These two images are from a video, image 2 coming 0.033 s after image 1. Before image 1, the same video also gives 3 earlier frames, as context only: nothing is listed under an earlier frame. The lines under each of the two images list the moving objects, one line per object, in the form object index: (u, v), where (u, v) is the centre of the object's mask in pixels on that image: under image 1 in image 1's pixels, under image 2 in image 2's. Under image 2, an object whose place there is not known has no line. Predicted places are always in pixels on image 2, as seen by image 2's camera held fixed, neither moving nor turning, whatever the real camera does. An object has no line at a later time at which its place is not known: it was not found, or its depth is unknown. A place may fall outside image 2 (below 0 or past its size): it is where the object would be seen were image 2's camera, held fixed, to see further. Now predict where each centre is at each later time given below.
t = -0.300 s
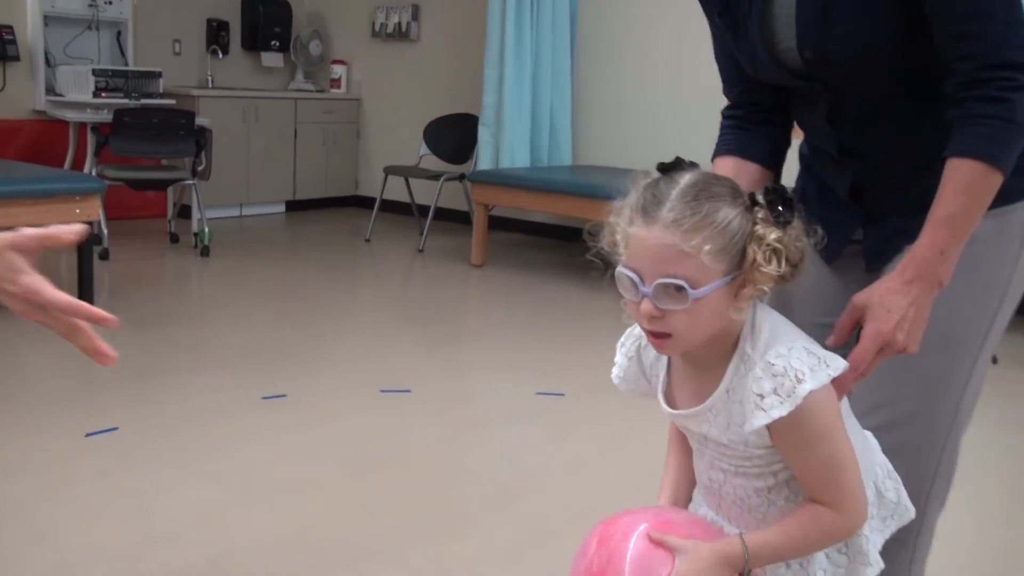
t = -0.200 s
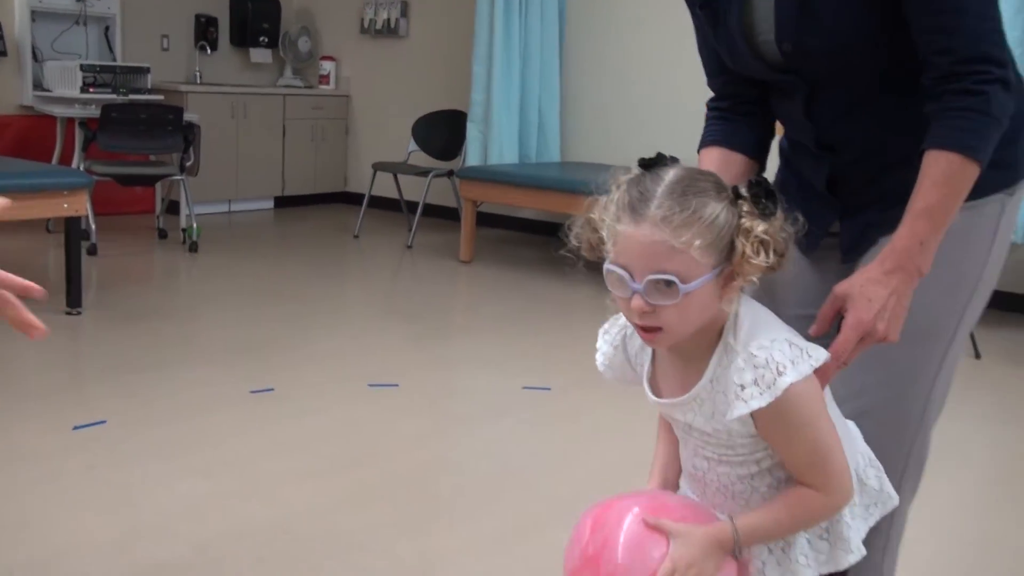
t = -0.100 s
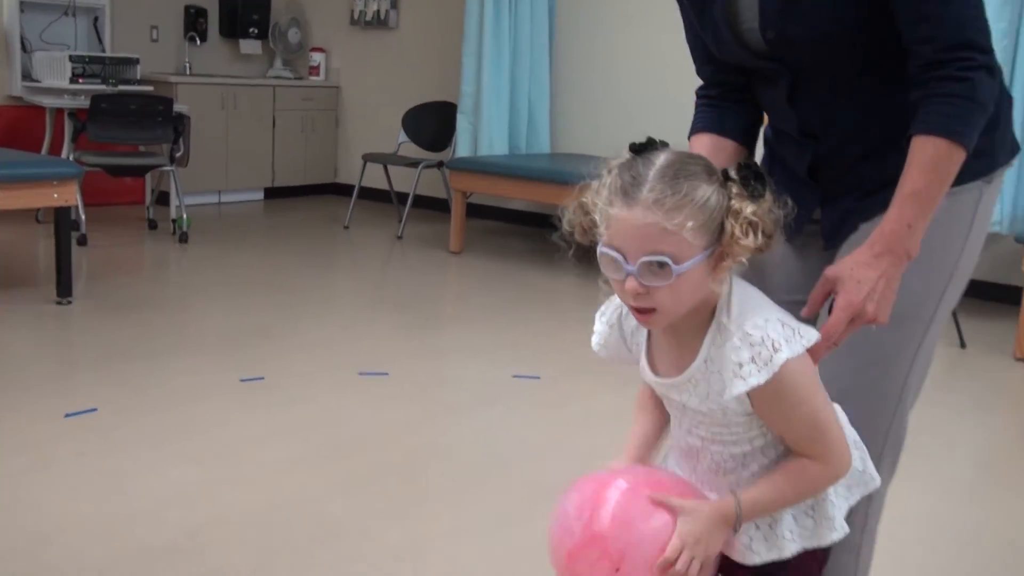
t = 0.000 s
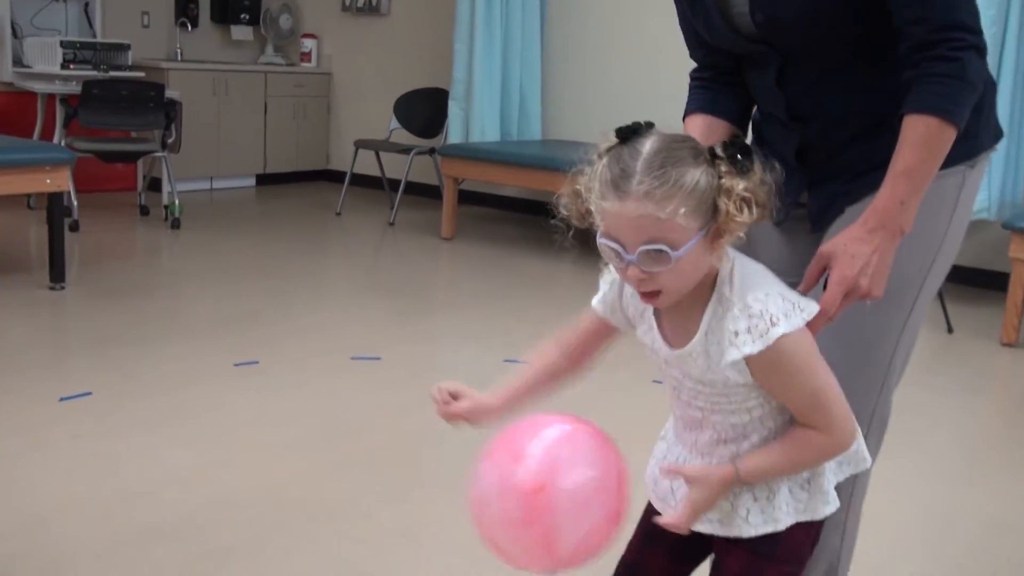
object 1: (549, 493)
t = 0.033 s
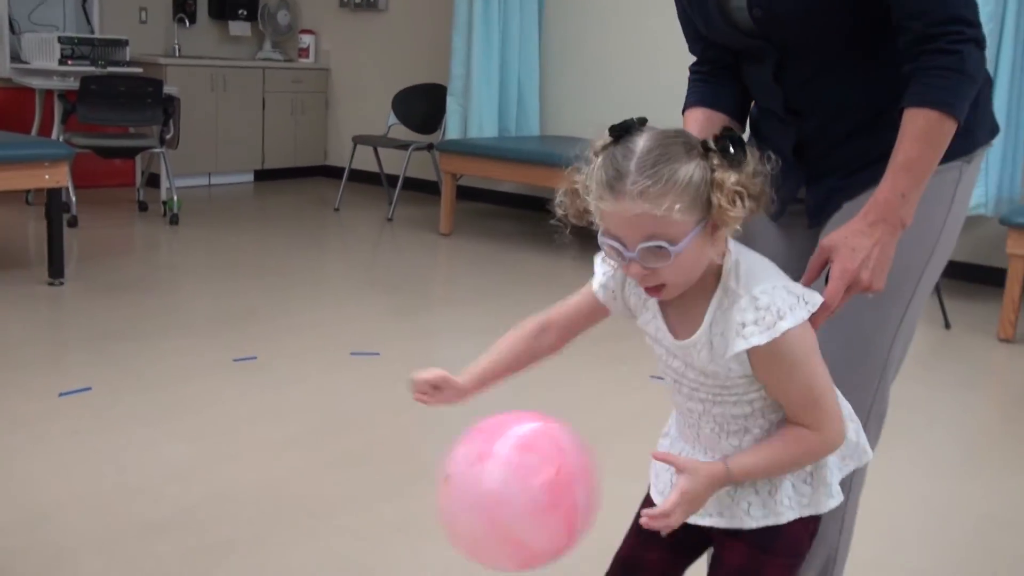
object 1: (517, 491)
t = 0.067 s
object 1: (482, 503)
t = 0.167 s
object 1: (376, 556)
